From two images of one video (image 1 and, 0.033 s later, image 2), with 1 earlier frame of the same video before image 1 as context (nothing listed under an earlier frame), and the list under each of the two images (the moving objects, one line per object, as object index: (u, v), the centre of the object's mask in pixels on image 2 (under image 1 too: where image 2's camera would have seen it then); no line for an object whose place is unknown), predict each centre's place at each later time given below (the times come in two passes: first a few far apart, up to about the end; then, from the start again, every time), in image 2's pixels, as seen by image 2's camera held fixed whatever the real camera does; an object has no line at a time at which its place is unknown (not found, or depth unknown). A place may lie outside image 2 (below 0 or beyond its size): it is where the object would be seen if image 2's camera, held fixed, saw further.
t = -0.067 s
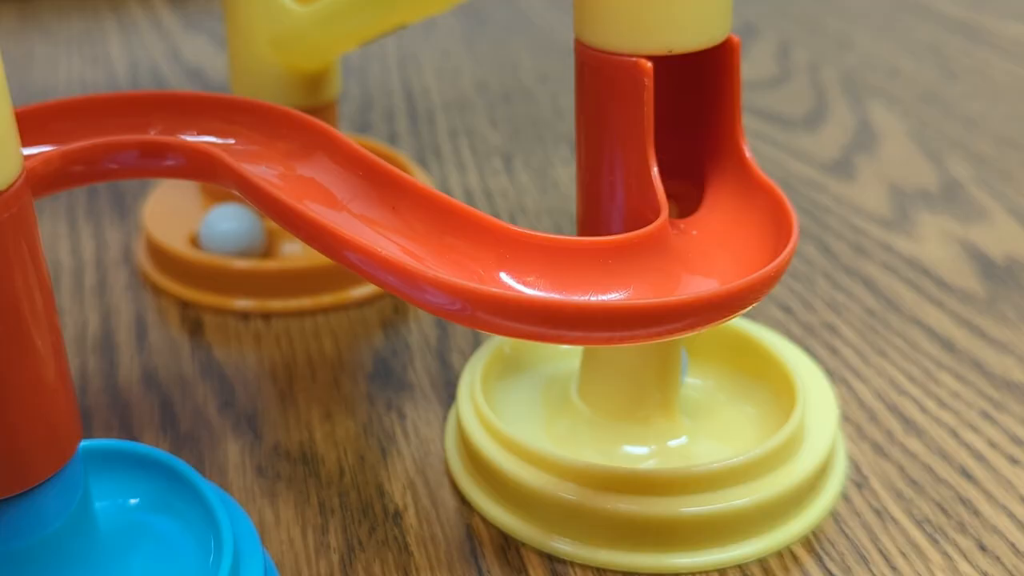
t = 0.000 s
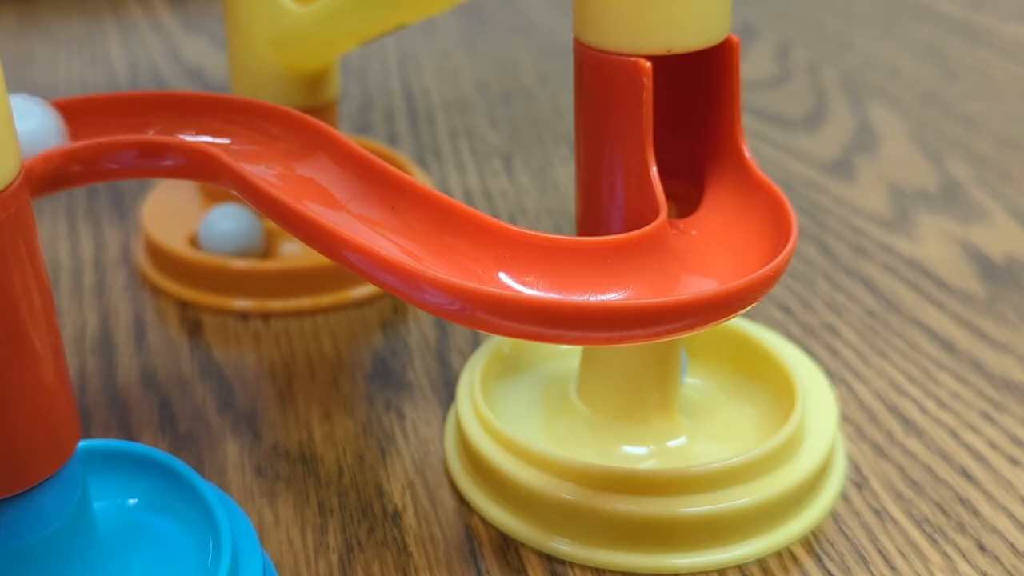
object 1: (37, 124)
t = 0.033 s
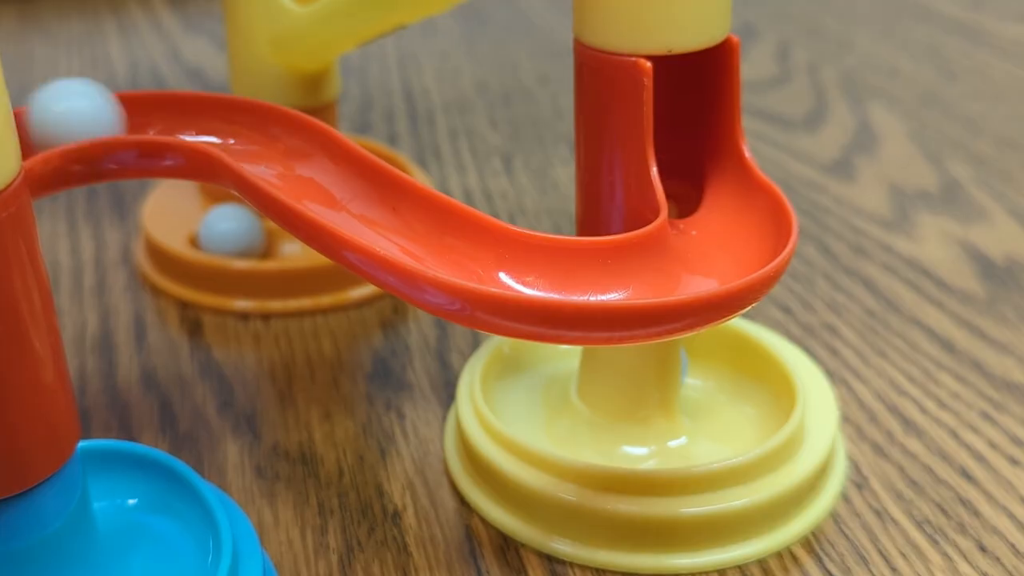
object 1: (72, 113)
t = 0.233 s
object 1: (365, 196)
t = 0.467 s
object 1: (735, 226)
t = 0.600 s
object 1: (676, 193)
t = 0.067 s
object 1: (137, 108)
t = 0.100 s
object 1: (203, 113)
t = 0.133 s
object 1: (256, 131)
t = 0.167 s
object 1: (295, 152)
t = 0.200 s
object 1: (323, 175)
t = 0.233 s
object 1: (365, 196)
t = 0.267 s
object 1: (411, 220)
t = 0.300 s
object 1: (463, 242)
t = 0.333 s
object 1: (529, 259)
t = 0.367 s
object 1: (598, 265)
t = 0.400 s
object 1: (668, 260)
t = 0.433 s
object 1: (710, 247)
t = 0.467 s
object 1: (735, 226)
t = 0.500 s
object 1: (722, 205)
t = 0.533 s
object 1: (704, 178)
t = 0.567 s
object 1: (681, 168)
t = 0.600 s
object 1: (676, 193)
